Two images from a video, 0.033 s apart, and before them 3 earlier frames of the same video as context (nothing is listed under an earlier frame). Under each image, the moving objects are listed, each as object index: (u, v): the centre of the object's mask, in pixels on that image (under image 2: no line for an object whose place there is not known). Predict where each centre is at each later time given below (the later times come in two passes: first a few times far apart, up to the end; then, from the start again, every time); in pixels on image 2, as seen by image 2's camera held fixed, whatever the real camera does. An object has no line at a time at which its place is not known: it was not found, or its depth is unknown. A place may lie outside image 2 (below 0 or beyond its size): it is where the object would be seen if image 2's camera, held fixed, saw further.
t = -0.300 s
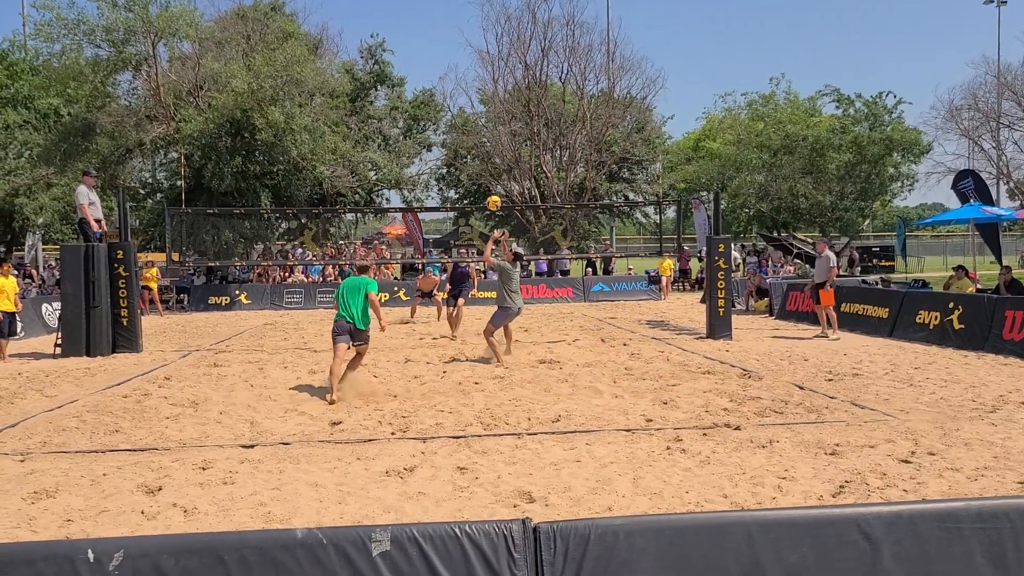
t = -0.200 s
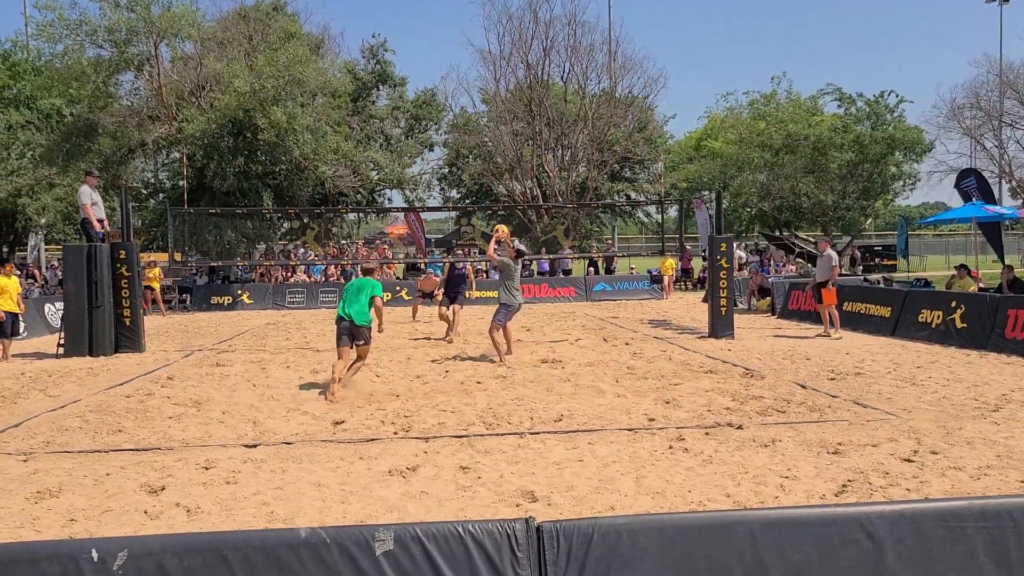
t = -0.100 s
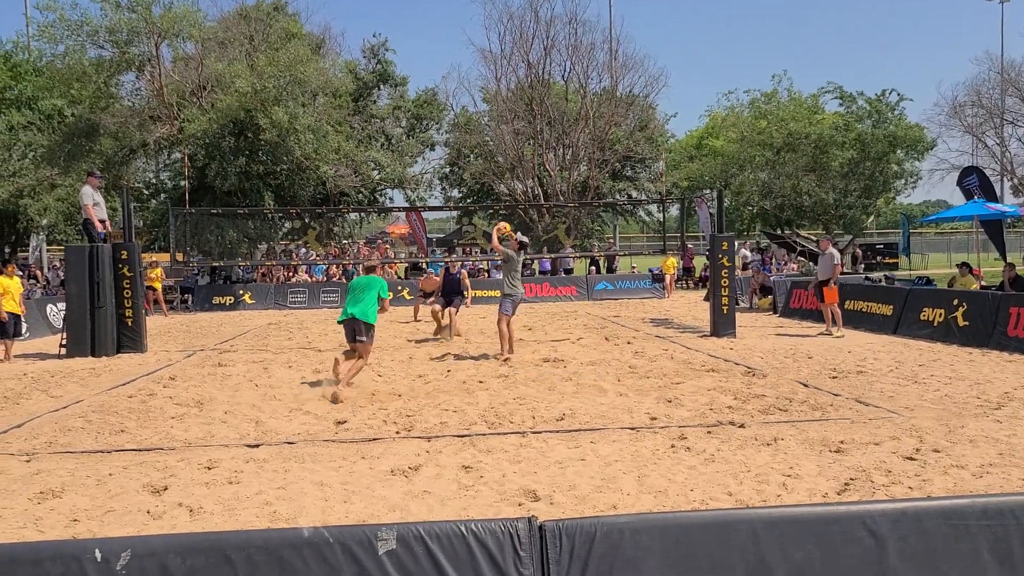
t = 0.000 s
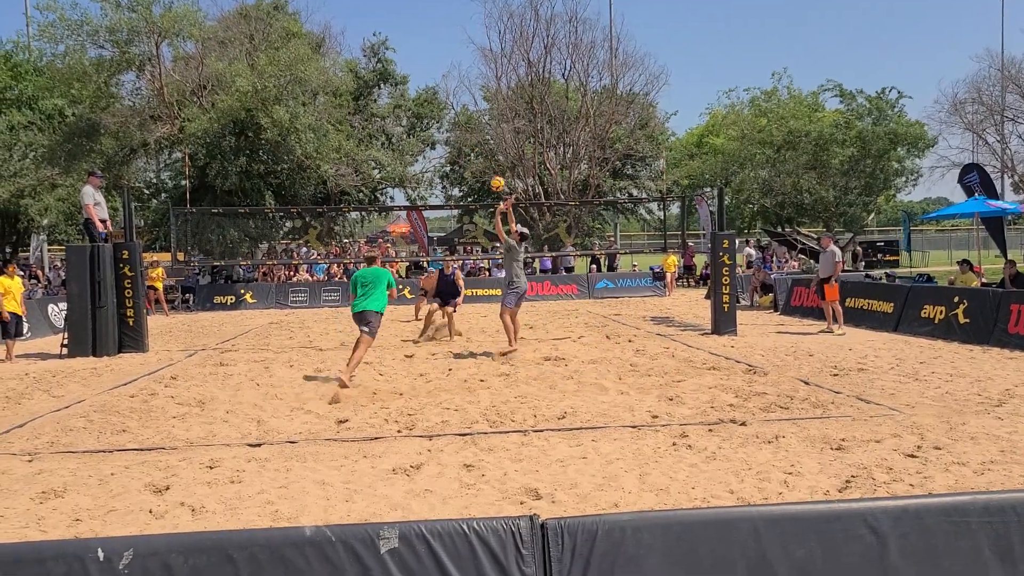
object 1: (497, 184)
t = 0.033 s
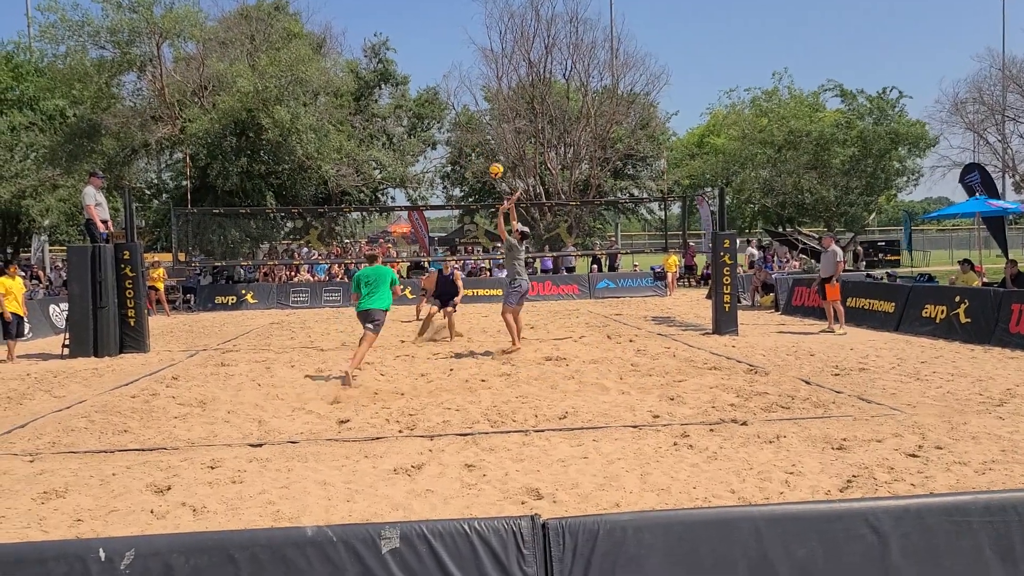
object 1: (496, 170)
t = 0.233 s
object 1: (484, 106)
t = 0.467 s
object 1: (473, 67)
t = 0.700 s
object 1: (463, 64)
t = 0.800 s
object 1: (459, 73)
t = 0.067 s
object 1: (494, 157)
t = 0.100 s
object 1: (492, 146)
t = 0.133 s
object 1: (490, 134)
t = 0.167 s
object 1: (488, 124)
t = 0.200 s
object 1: (486, 115)
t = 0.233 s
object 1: (484, 106)
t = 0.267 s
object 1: (482, 99)
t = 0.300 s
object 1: (481, 92)
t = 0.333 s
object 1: (479, 85)
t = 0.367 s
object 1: (477, 80)
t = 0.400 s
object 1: (476, 75)
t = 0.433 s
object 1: (474, 71)
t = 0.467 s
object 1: (473, 67)
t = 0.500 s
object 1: (471, 65)
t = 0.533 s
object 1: (470, 63)
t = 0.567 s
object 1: (469, 61)
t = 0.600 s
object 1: (467, 61)
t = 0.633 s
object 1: (466, 61)
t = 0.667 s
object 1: (465, 62)
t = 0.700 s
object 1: (463, 64)
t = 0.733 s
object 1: (462, 66)
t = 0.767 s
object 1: (461, 69)
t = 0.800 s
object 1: (459, 73)
